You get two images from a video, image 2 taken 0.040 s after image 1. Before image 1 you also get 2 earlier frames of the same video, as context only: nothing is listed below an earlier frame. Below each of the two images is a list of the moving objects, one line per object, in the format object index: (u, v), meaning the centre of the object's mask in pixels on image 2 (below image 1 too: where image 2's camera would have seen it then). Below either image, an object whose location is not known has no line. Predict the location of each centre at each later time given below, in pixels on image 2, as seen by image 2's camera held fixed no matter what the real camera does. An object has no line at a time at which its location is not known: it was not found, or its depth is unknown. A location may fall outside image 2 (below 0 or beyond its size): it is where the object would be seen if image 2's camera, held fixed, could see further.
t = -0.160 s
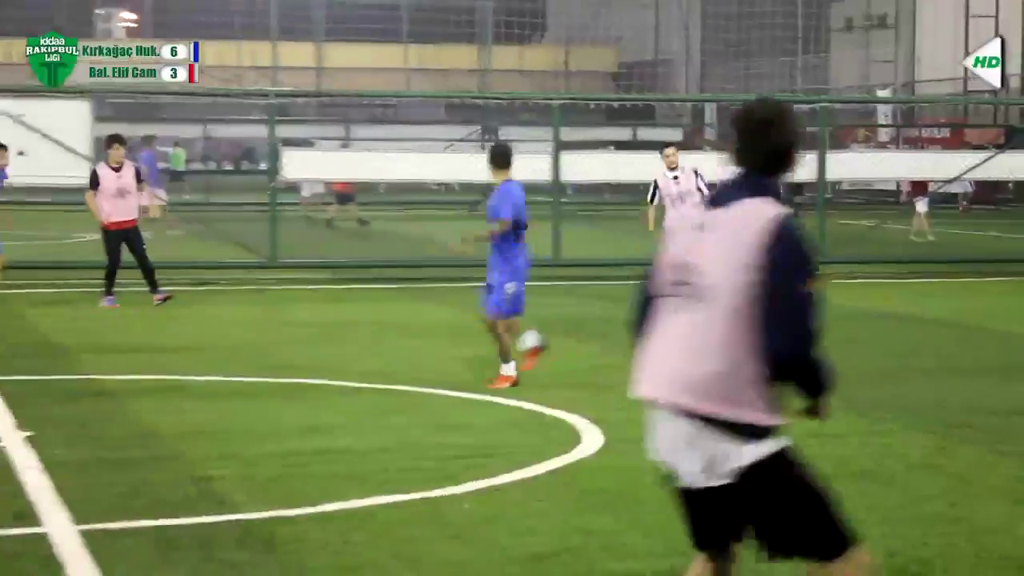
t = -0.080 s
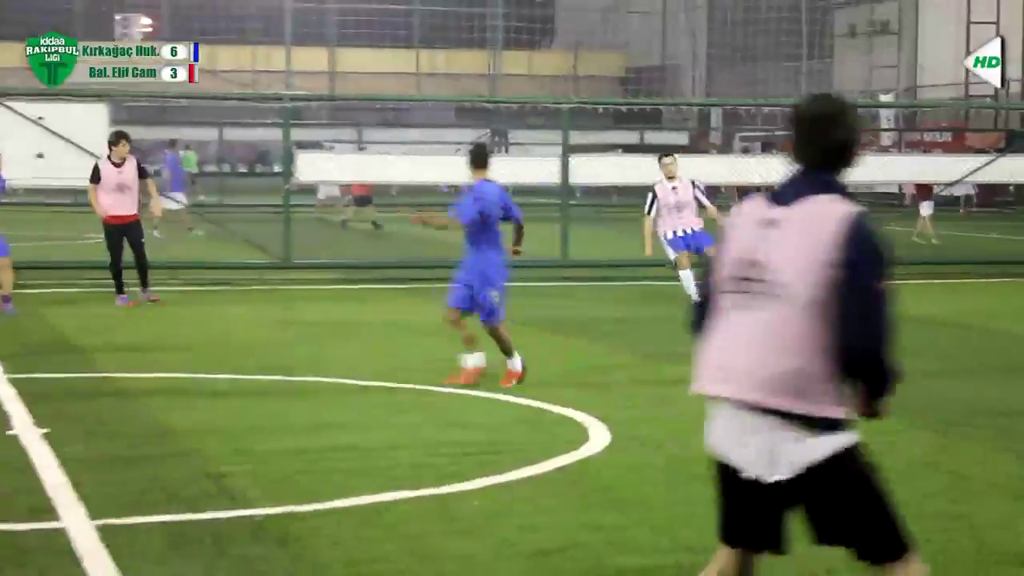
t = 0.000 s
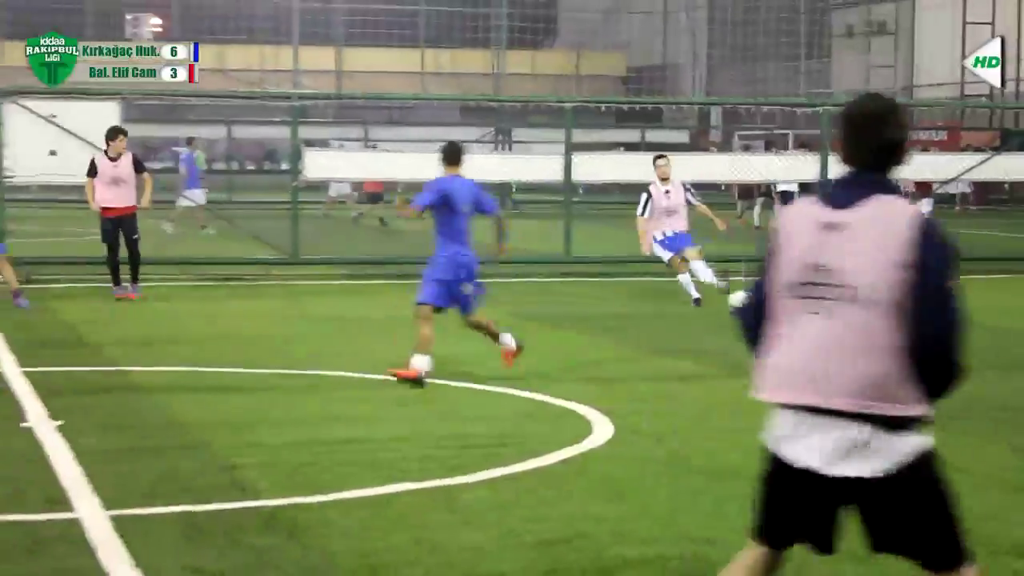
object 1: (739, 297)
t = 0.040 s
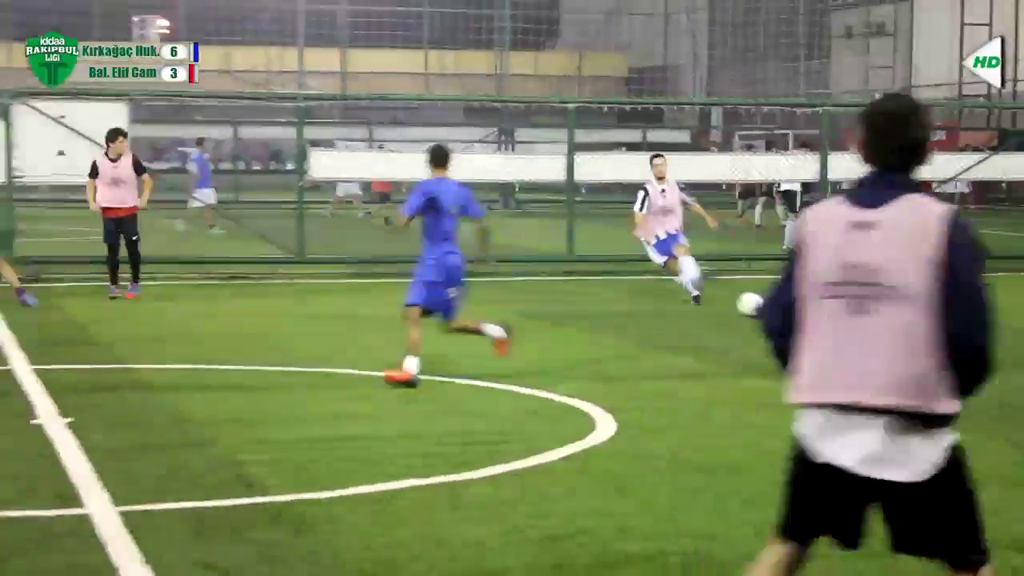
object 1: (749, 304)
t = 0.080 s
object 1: (758, 310)
